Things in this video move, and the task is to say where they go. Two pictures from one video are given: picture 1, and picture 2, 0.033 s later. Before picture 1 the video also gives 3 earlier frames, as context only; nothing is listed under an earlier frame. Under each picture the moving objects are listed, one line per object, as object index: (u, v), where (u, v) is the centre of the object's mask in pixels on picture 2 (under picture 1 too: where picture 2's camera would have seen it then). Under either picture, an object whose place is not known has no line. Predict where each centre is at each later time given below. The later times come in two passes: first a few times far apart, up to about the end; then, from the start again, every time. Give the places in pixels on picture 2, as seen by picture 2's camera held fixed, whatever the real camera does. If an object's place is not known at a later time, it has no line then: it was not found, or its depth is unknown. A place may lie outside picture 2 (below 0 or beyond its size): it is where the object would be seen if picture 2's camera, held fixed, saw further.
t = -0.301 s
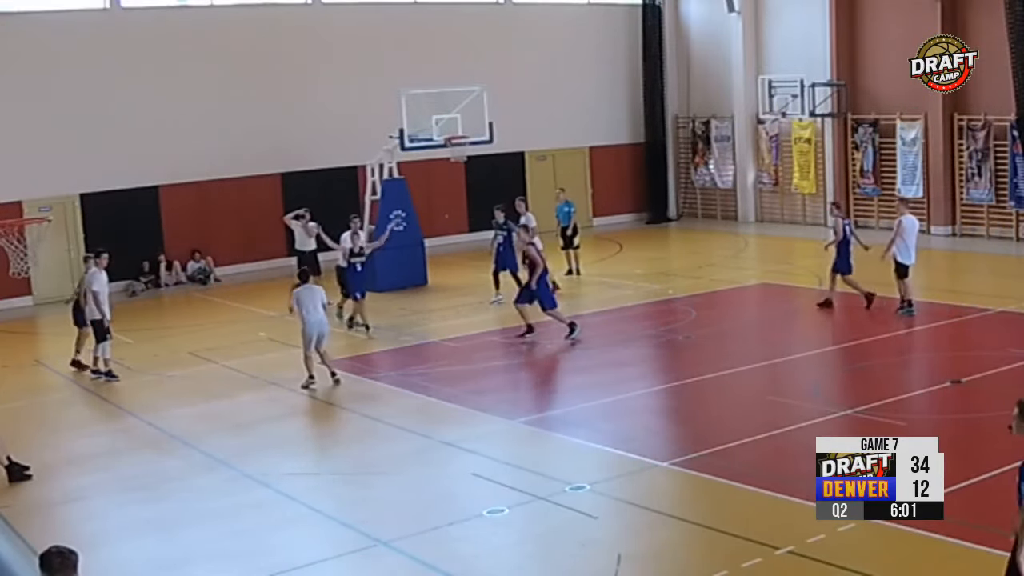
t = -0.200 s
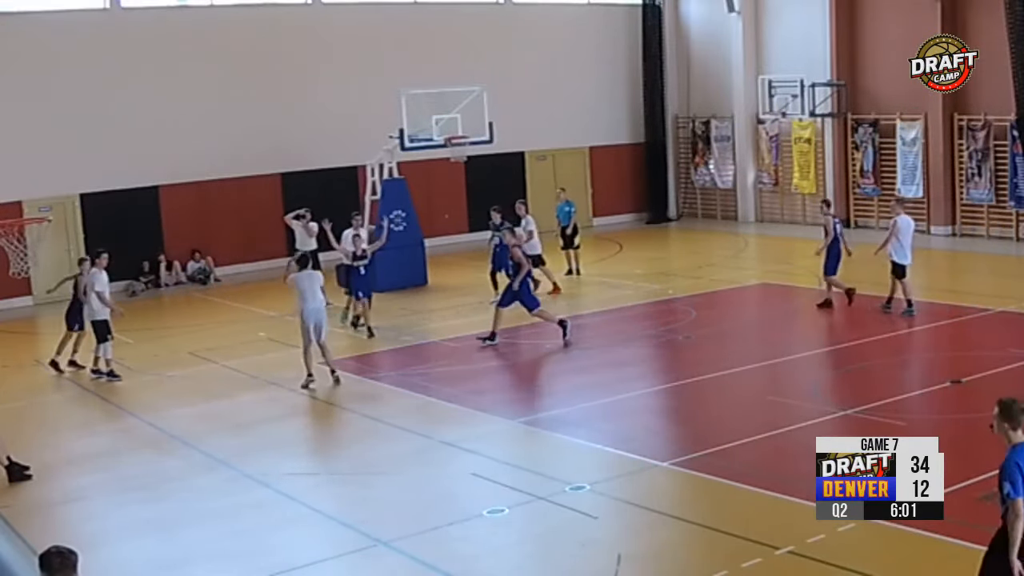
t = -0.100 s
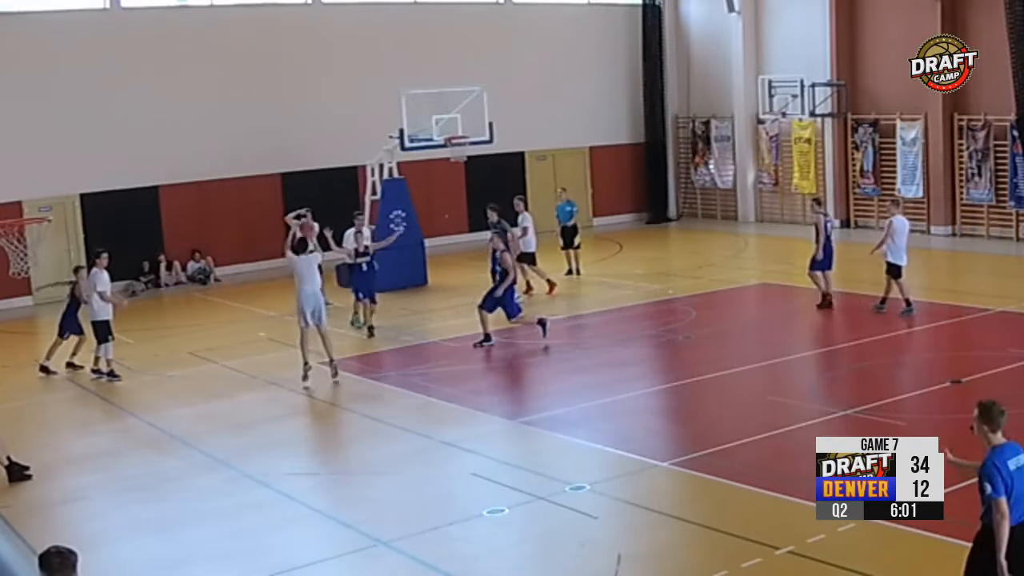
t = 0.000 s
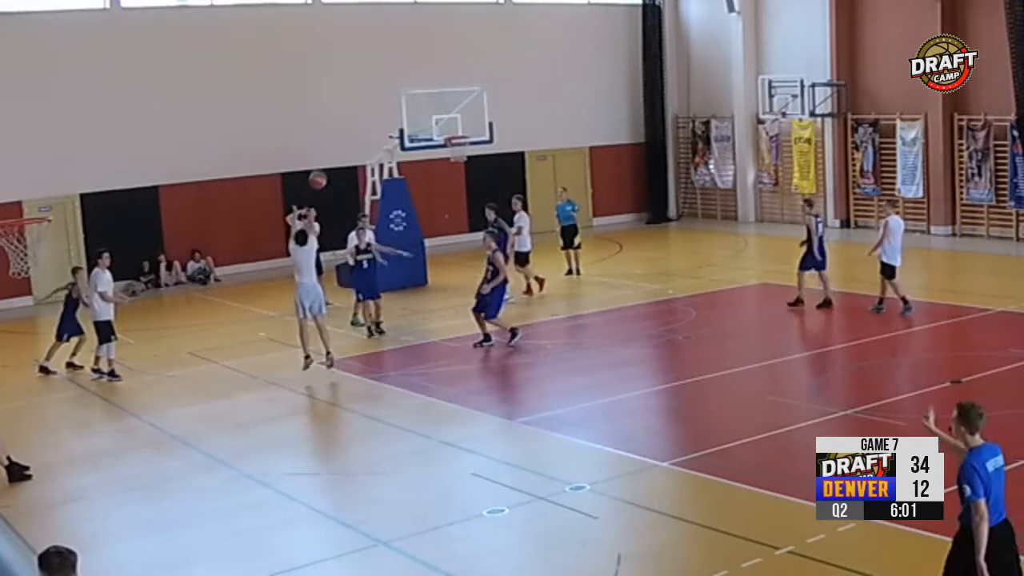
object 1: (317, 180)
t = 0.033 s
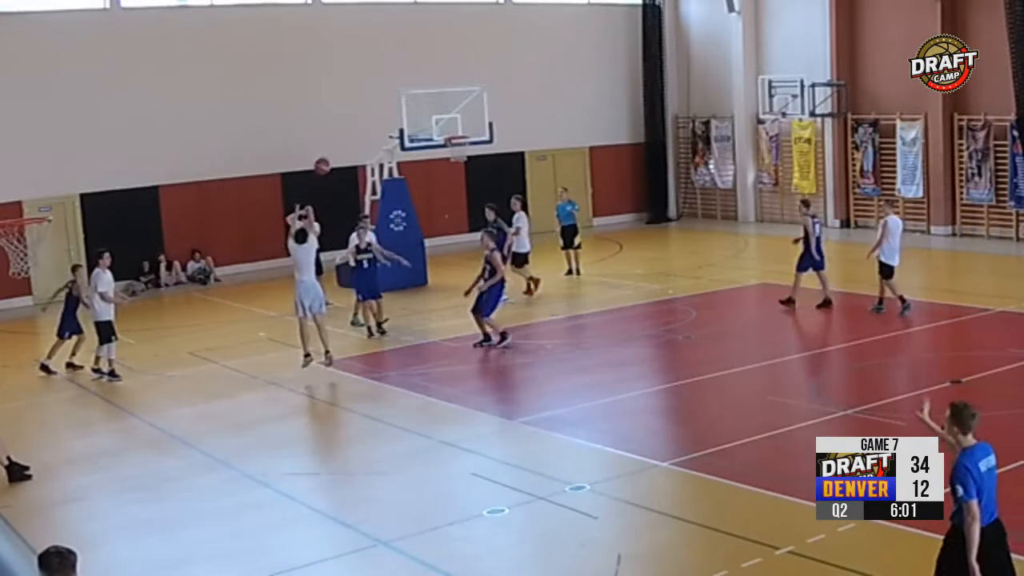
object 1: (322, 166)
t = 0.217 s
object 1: (346, 101)
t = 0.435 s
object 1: (374, 61)
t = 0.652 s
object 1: (401, 52)
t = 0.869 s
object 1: (427, 71)
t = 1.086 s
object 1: (451, 113)
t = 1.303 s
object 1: (449, 148)
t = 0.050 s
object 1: (323, 158)
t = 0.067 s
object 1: (326, 151)
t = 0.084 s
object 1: (328, 145)
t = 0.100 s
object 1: (330, 139)
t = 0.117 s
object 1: (333, 132)
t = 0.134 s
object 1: (335, 126)
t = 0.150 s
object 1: (337, 121)
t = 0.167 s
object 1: (340, 116)
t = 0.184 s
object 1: (342, 111)
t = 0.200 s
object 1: (344, 106)
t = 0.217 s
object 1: (346, 101)
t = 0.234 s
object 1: (348, 97)
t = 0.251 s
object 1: (351, 93)
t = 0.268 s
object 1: (353, 89)
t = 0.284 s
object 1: (355, 85)
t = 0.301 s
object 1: (357, 81)
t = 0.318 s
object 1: (359, 78)
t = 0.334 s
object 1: (362, 75)
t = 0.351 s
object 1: (363, 72)
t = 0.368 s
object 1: (366, 69)
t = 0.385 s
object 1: (368, 67)
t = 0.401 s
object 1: (370, 65)
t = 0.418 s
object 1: (372, 63)
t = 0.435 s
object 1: (374, 61)
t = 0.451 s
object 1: (376, 59)
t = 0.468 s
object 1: (379, 57)
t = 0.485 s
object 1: (381, 56)
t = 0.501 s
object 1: (383, 55)
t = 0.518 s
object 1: (385, 54)
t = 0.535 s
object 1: (387, 53)
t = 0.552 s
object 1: (389, 52)
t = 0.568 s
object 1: (391, 52)
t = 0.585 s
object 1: (393, 52)
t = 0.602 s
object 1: (395, 52)
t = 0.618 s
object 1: (397, 52)
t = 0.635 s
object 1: (399, 52)
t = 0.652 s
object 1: (401, 52)
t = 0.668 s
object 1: (403, 53)
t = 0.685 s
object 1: (405, 54)
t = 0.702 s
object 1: (407, 54)
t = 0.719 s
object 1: (409, 56)
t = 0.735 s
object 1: (411, 57)
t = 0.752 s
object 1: (413, 58)
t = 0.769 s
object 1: (415, 59)
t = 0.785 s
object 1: (417, 61)
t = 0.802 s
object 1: (419, 63)
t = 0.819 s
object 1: (421, 65)
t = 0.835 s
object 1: (423, 67)
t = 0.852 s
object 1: (425, 69)
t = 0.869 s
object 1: (427, 71)
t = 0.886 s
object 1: (429, 74)
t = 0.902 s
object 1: (430, 76)
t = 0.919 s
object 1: (432, 79)
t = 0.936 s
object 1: (434, 82)
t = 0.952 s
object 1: (436, 85)
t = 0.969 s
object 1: (438, 88)
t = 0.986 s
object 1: (440, 91)
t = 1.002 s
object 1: (442, 94)
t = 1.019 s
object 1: (444, 98)
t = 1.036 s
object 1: (445, 102)
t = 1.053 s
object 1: (448, 105)
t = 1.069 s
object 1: (449, 109)
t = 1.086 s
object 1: (451, 113)
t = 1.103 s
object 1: (453, 117)
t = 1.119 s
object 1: (455, 121)
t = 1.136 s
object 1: (457, 126)
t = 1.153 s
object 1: (458, 131)
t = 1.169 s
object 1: (460, 134)
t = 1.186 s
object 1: (461, 136)
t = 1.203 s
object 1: (461, 138)
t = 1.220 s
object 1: (455, 144)
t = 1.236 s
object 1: (453, 149)
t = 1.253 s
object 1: (450, 152)
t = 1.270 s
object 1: (450, 152)
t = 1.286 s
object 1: (450, 149)
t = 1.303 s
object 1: (449, 148)
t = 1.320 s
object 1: (449, 148)
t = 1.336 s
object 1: (449, 147)
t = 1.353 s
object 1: (449, 146)
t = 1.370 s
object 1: (449, 146)
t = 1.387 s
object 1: (449, 145)
